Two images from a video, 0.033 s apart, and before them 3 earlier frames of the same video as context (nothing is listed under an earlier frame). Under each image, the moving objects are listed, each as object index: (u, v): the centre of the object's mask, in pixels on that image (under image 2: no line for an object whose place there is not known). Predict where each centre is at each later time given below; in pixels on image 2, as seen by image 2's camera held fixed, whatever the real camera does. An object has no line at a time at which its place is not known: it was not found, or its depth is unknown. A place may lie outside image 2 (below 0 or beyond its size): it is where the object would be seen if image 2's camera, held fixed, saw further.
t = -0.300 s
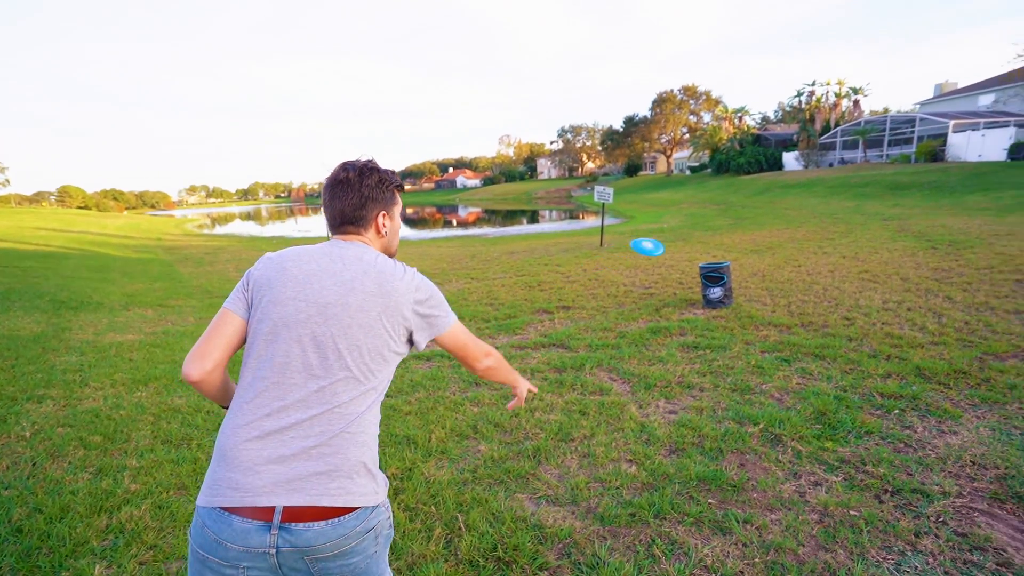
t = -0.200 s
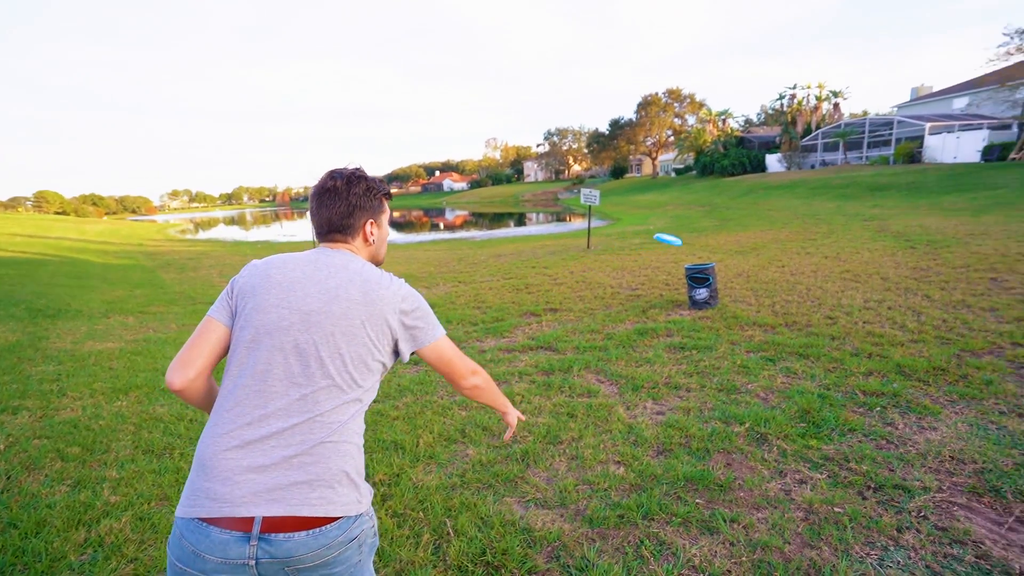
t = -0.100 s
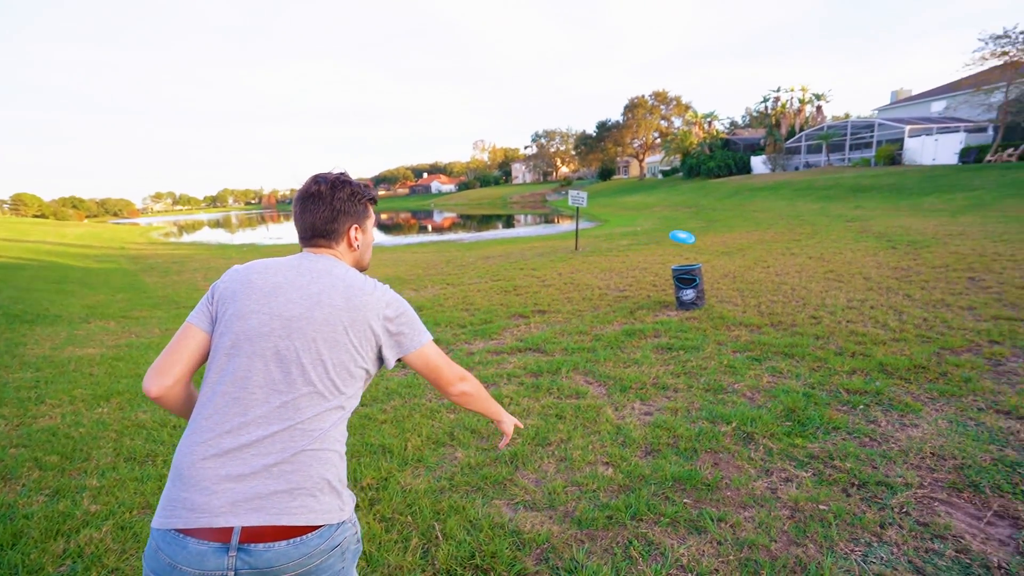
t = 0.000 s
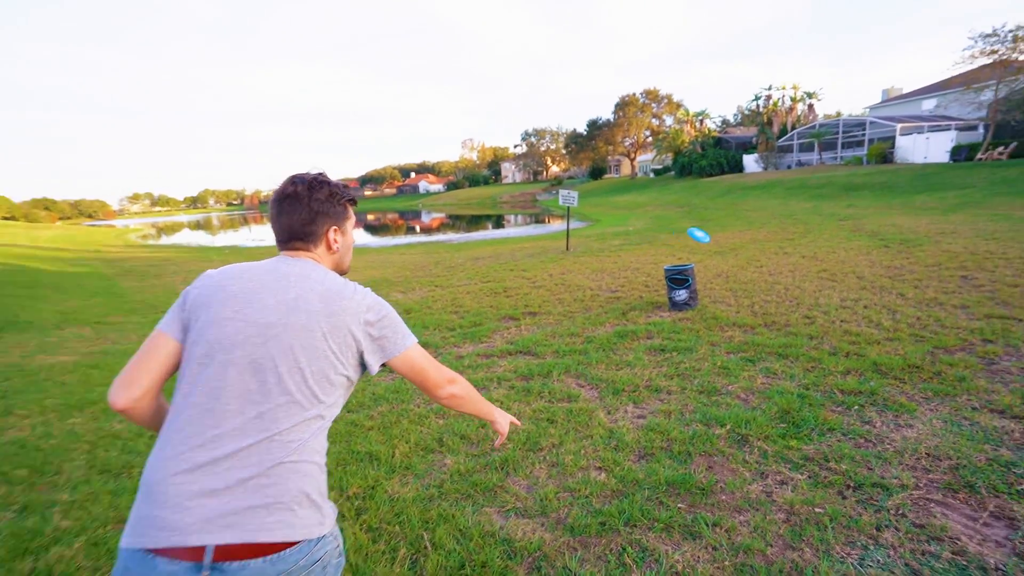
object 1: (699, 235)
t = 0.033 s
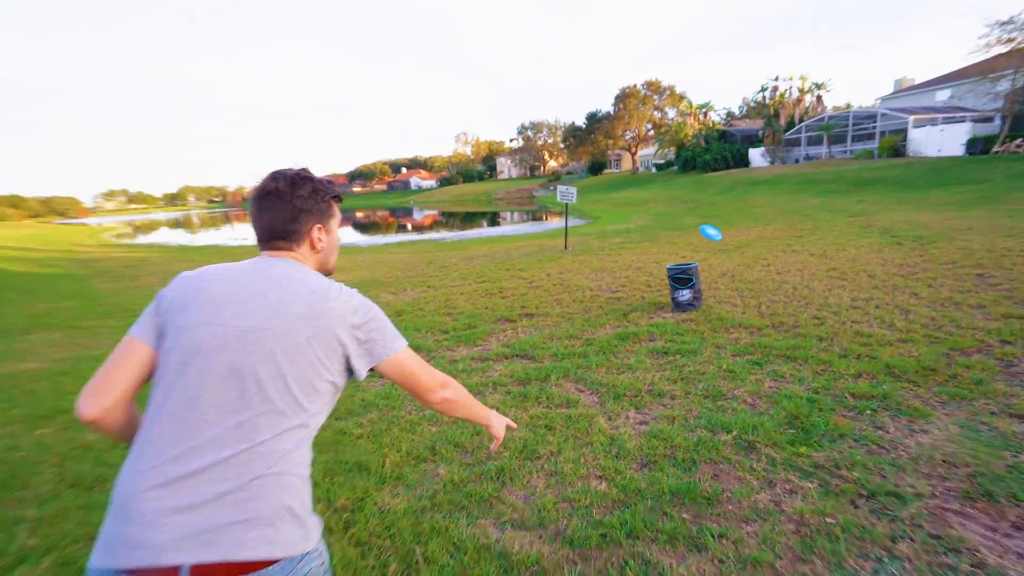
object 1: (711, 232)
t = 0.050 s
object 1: (715, 232)
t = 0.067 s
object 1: (720, 233)
